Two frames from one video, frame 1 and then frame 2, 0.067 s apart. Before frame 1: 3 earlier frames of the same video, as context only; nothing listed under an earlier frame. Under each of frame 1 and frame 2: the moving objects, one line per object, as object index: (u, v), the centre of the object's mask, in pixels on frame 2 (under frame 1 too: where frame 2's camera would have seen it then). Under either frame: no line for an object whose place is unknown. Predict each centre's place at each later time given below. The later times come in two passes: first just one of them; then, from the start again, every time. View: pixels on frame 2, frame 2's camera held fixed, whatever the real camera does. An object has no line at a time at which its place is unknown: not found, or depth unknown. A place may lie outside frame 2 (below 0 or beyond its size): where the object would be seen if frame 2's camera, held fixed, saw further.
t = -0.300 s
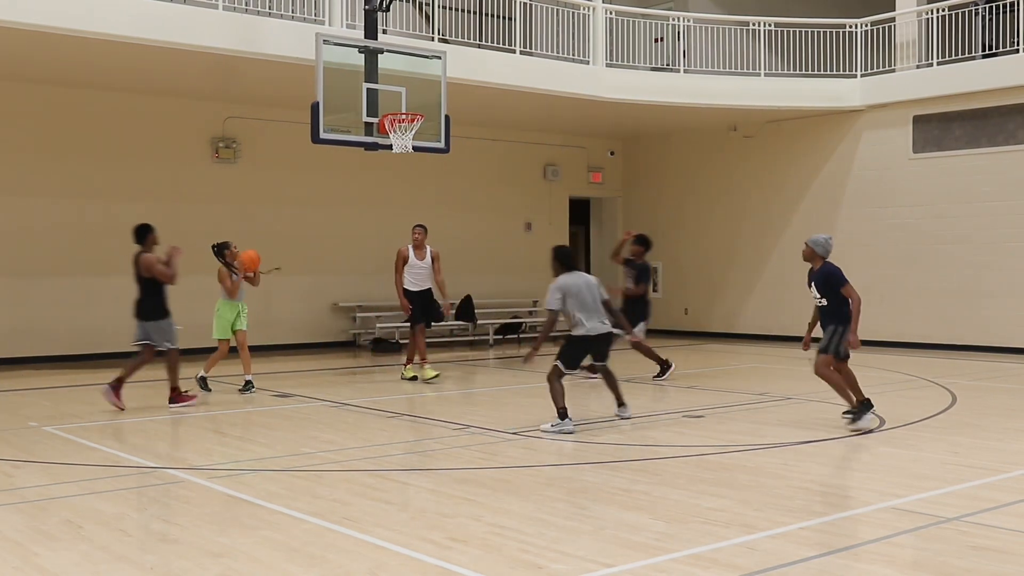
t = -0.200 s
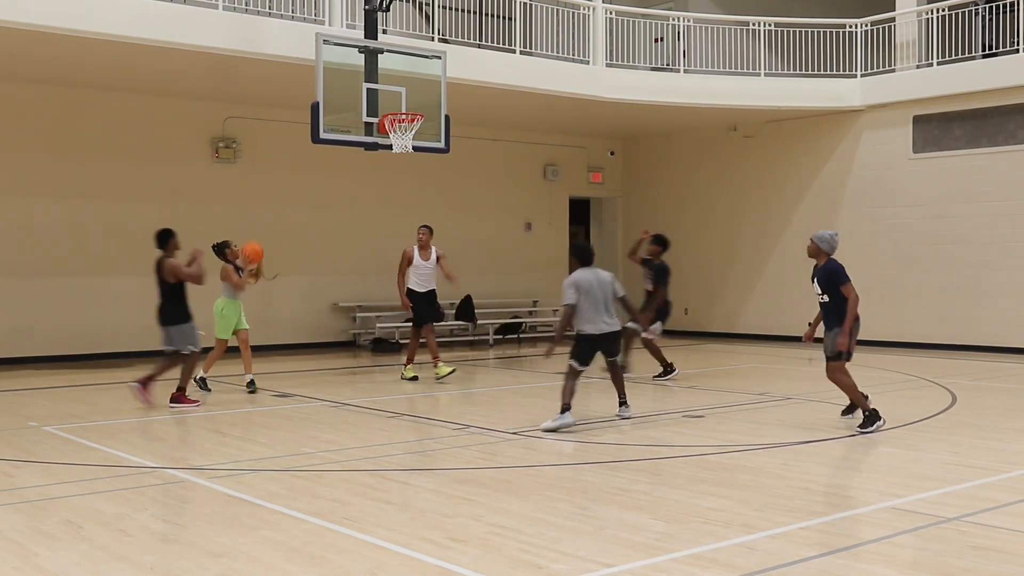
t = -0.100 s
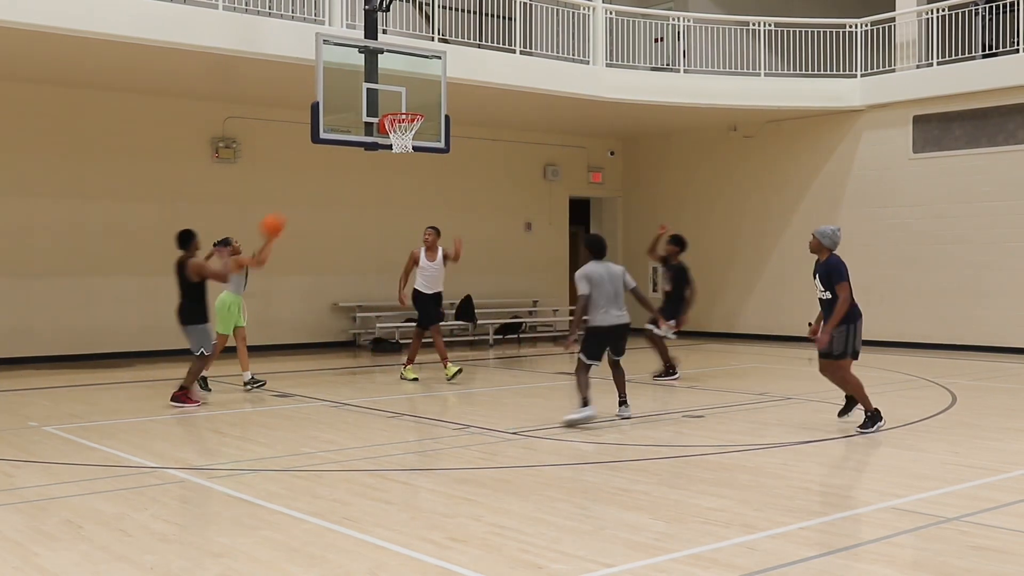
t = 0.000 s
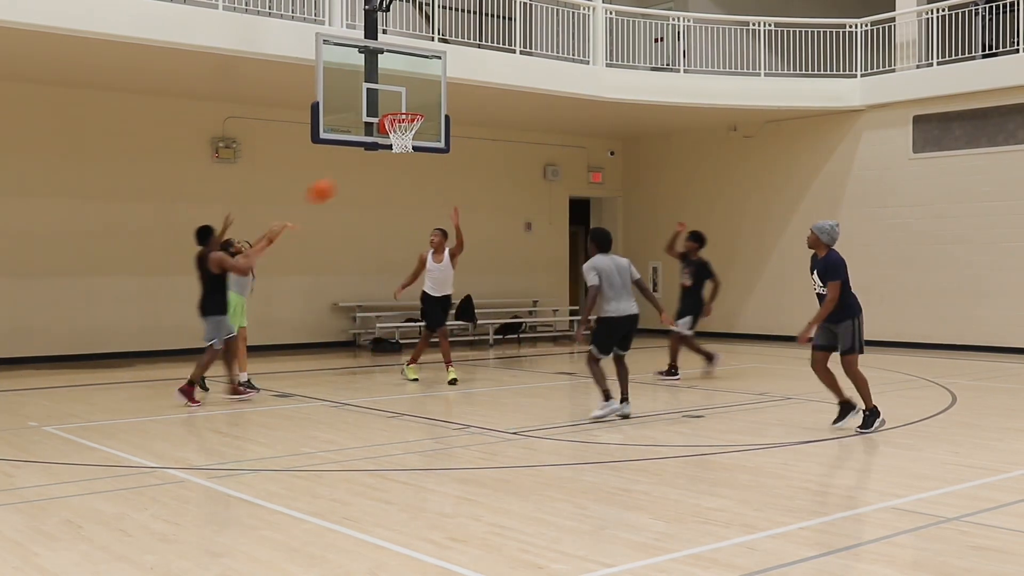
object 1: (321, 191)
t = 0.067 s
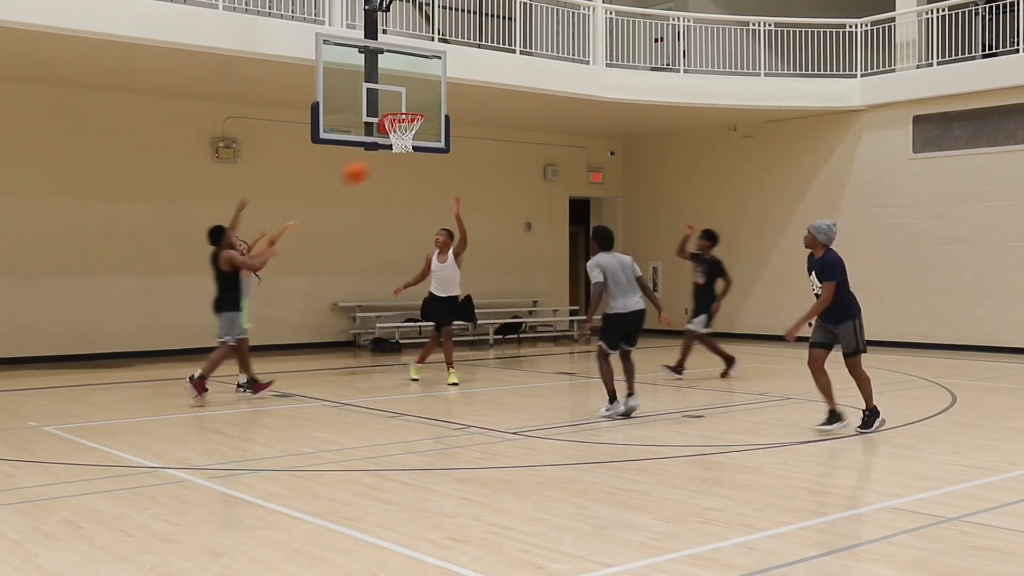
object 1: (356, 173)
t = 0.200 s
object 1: (424, 150)
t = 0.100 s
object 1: (372, 165)
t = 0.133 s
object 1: (388, 160)
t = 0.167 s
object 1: (406, 156)
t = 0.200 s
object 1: (424, 150)
